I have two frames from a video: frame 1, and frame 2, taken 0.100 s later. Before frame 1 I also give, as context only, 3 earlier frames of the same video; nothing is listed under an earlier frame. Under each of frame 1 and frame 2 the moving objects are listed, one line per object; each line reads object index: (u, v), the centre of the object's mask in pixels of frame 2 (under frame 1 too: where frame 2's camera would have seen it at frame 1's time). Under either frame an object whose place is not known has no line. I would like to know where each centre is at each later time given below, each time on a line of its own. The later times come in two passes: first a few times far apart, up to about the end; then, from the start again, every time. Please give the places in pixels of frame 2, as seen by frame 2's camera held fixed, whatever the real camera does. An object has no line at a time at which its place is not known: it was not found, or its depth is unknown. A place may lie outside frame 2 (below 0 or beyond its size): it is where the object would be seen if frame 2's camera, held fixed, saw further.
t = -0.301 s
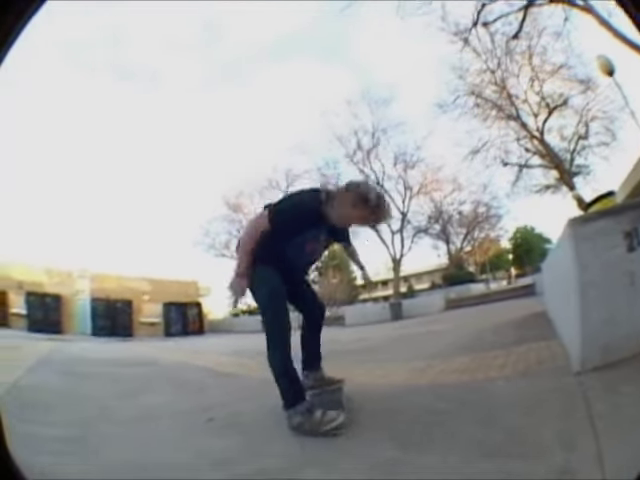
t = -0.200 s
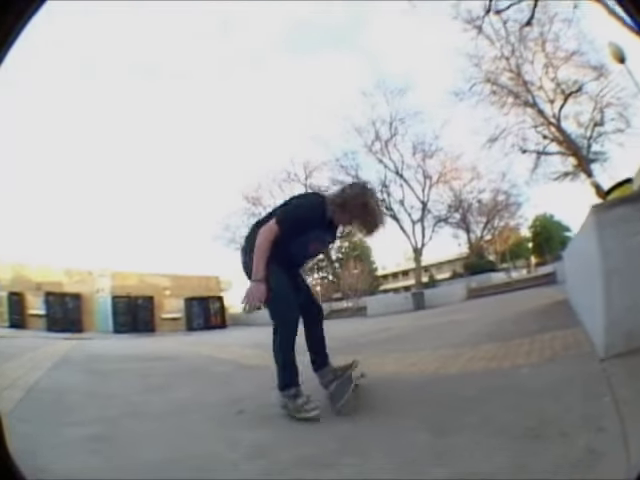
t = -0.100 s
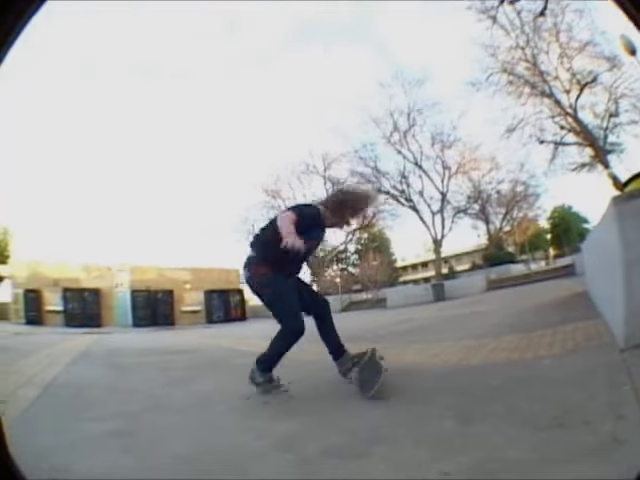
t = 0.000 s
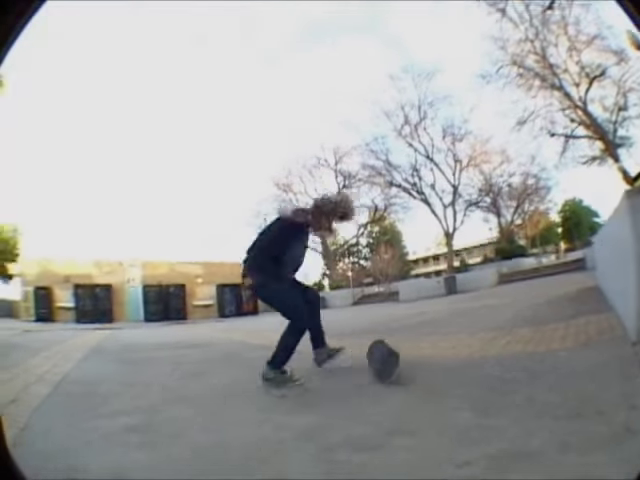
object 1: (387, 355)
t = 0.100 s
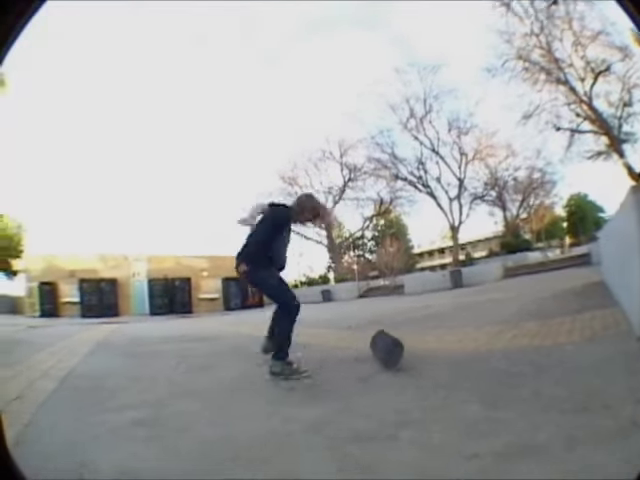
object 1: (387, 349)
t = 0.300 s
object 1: (382, 343)
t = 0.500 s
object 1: (378, 340)
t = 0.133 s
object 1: (386, 348)
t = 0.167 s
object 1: (385, 346)
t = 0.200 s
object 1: (385, 345)
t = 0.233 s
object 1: (384, 344)
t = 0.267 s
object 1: (383, 343)
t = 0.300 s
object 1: (382, 343)
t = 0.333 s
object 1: (381, 342)
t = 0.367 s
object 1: (380, 342)
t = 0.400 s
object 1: (380, 342)
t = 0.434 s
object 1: (378, 339)
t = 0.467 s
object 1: (378, 341)
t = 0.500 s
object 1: (378, 340)
